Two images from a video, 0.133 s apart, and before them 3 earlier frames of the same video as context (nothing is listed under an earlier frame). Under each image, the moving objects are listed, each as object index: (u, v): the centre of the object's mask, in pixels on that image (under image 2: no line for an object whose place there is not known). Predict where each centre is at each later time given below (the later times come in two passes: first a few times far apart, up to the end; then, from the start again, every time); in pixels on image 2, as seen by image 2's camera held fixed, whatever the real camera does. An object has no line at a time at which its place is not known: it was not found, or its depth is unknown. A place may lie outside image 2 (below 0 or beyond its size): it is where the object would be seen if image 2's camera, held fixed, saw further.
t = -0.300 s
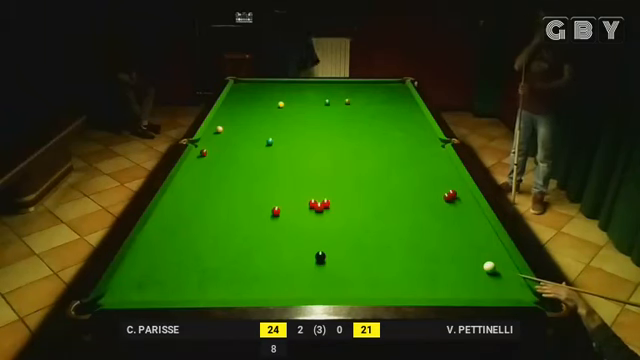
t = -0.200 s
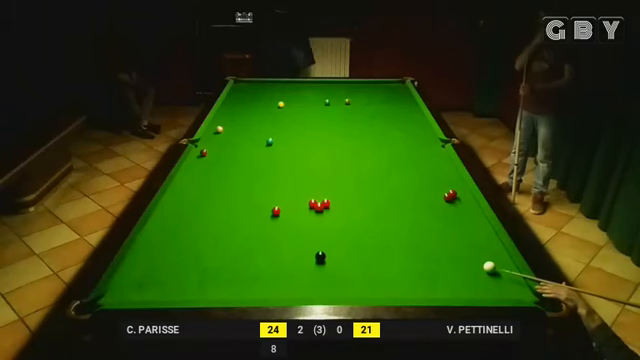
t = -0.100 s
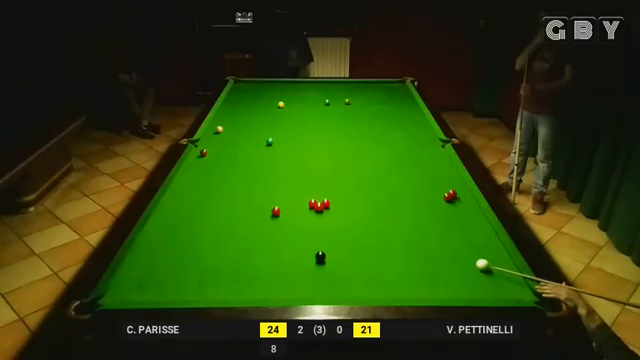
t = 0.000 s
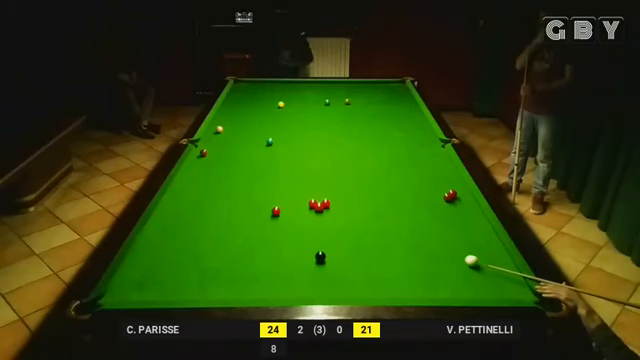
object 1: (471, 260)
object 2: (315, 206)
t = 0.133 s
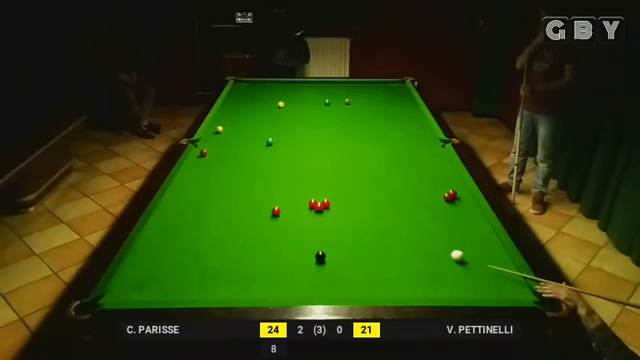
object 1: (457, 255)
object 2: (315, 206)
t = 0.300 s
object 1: (441, 249)
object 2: (315, 206)
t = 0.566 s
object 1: (416, 241)
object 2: (315, 206)
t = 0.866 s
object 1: (393, 232)
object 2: (315, 206)
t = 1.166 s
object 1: (372, 225)
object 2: (315, 206)
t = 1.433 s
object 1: (356, 220)
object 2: (315, 206)
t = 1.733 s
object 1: (339, 215)
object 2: (315, 206)
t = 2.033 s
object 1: (325, 211)
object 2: (314, 205)
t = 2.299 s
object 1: (320, 211)
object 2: (309, 201)
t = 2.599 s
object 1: (317, 212)
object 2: (305, 199)
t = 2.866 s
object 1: (316, 212)
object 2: (304, 198)
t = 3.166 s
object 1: (315, 212)
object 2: (302, 197)
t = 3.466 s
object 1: (316, 212)
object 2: (301, 196)
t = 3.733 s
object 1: (316, 212)
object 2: (301, 196)
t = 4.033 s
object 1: (316, 212)
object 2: (301, 196)
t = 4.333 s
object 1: (316, 212)
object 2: (301, 196)
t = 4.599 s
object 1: (316, 212)
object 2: (301, 196)
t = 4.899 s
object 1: (316, 212)
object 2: (301, 196)
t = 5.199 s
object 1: (316, 212)
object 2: (301, 196)
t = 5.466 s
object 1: (316, 212)
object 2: (301, 196)
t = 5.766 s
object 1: (316, 212)
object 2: (301, 196)
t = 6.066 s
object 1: (316, 212)
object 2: (301, 196)
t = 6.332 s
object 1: (316, 212)
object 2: (301, 196)
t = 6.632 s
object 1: (316, 212)
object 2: (301, 196)
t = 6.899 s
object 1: (316, 212)
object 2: (301, 196)
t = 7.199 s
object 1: (316, 212)
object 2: (301, 196)
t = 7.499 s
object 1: (316, 212)
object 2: (301, 196)
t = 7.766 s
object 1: (316, 212)
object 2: (301, 196)
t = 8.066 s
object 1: (316, 212)
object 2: (301, 196)
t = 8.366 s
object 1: (316, 213)
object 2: (301, 196)
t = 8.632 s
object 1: (316, 213)
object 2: (301, 196)
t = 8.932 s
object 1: (316, 213)
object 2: (301, 196)
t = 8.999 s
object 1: (316, 213)
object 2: (301, 196)
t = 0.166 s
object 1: (454, 254)
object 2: (315, 206)
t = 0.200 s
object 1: (450, 253)
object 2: (315, 206)
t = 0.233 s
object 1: (447, 251)
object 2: (315, 206)
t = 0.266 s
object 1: (444, 250)
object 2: (315, 206)
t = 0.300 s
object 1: (441, 249)
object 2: (315, 206)
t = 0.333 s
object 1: (438, 248)
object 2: (315, 206)
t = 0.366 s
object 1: (434, 247)
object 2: (315, 206)
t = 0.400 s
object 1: (431, 246)
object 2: (315, 206)
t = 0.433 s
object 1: (428, 245)
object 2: (315, 206)
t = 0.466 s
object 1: (425, 244)
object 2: (315, 206)
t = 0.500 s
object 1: (422, 243)
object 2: (315, 206)
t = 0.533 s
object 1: (419, 242)
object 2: (315, 206)
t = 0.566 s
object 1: (416, 241)
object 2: (315, 206)
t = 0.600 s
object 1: (413, 240)
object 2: (315, 206)
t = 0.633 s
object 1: (411, 239)
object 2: (315, 206)
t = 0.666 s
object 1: (408, 238)
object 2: (315, 206)
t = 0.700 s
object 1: (406, 237)
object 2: (315, 206)
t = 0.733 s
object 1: (403, 236)
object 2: (315, 206)
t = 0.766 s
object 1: (400, 235)
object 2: (315, 206)
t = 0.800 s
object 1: (398, 234)
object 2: (315, 206)
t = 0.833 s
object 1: (395, 233)
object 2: (315, 206)
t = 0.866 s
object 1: (393, 232)
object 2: (315, 206)
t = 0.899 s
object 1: (390, 231)
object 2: (315, 206)
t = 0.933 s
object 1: (388, 231)
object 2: (315, 206)
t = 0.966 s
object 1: (385, 230)
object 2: (315, 206)
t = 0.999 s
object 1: (383, 229)
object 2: (315, 206)
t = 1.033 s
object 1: (381, 228)
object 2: (315, 206)
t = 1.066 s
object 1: (378, 228)
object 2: (315, 206)
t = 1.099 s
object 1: (376, 227)
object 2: (315, 206)
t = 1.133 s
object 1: (374, 226)
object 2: (315, 206)
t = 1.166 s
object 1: (372, 225)
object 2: (315, 206)
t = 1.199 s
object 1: (370, 224)
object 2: (315, 206)
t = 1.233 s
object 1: (368, 224)
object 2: (315, 206)
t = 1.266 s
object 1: (366, 223)
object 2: (315, 206)
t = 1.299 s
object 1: (364, 222)
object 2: (315, 206)
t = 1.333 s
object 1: (362, 222)
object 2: (315, 206)
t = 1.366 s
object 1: (360, 221)
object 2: (315, 206)
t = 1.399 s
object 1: (358, 221)
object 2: (315, 206)
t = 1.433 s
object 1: (356, 220)
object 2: (315, 206)
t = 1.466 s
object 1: (354, 219)
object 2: (315, 206)
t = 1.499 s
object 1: (352, 219)
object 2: (315, 206)
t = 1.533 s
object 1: (350, 218)
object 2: (315, 206)
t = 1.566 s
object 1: (348, 218)
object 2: (315, 206)
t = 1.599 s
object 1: (346, 217)
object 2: (315, 206)
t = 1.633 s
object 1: (345, 216)
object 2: (315, 206)
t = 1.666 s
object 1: (343, 216)
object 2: (315, 206)
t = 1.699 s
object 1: (341, 215)
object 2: (315, 206)
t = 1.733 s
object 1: (339, 215)
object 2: (315, 206)
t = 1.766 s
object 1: (338, 215)
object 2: (315, 206)
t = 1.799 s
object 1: (336, 214)
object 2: (315, 206)
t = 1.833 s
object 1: (334, 213)
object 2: (315, 206)
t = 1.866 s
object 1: (333, 213)
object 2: (315, 206)
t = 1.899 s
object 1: (331, 213)
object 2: (315, 206)
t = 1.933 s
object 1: (329, 212)
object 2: (315, 206)
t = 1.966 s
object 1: (328, 212)
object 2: (315, 206)
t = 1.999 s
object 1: (326, 211)
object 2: (314, 205)
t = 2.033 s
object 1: (325, 211)
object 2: (314, 205)
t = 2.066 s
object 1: (324, 211)
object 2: (314, 205)
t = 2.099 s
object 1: (323, 211)
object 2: (314, 204)
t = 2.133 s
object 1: (323, 211)
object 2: (313, 204)
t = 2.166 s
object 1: (322, 211)
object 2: (313, 203)
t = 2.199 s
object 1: (322, 211)
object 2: (312, 203)
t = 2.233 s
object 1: (321, 211)
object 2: (310, 202)
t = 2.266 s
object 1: (321, 211)
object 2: (309, 202)
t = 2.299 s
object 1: (320, 211)
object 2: (309, 201)
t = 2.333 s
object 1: (320, 212)
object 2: (309, 201)
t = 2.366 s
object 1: (320, 211)
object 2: (309, 201)
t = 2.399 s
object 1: (319, 212)
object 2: (308, 201)
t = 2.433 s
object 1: (319, 211)
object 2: (308, 201)
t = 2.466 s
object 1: (318, 212)
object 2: (307, 200)
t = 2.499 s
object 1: (318, 212)
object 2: (307, 200)
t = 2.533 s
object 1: (318, 212)
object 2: (307, 200)
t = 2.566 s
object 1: (318, 212)
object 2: (306, 200)
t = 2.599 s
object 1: (317, 212)
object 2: (305, 199)
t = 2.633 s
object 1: (317, 212)
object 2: (305, 199)
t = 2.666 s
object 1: (317, 212)
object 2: (305, 199)
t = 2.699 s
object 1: (317, 212)
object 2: (305, 199)
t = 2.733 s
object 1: (317, 212)
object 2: (305, 199)
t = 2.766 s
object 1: (316, 212)
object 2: (304, 198)
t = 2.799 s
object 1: (316, 212)
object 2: (304, 198)
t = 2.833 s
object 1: (316, 212)
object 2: (304, 198)
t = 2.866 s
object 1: (316, 212)
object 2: (304, 198)
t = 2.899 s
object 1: (316, 212)
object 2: (303, 198)
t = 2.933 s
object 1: (316, 212)
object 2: (303, 197)
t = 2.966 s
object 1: (315, 212)
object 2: (303, 197)
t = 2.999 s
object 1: (315, 212)
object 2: (303, 197)
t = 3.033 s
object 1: (315, 212)
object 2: (302, 197)
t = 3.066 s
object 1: (315, 212)
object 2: (302, 197)
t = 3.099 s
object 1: (315, 212)
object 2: (302, 197)
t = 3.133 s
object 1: (315, 212)
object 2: (302, 197)
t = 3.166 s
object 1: (315, 212)
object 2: (302, 197)
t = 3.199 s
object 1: (315, 212)
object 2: (302, 197)
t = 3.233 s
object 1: (315, 212)
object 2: (302, 196)
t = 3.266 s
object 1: (316, 212)
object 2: (302, 196)
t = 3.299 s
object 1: (316, 212)
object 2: (301, 196)
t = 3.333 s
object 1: (316, 212)
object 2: (301, 196)
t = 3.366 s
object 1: (316, 212)
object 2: (301, 196)
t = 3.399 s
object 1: (316, 212)
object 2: (301, 196)
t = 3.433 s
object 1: (316, 212)
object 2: (301, 196)
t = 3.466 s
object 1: (316, 212)
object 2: (301, 196)
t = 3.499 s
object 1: (316, 212)
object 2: (301, 196)
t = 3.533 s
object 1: (316, 212)
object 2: (301, 196)
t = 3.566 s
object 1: (316, 212)
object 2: (301, 196)
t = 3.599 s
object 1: (316, 212)
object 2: (301, 196)
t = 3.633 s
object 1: (316, 212)
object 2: (301, 196)
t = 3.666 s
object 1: (316, 212)
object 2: (301, 196)
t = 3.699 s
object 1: (316, 212)
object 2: (301, 196)
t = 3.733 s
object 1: (316, 212)
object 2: (301, 196)
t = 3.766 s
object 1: (316, 212)
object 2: (301, 196)
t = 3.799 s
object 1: (316, 212)
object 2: (301, 196)
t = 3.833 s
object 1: (316, 212)
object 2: (301, 196)
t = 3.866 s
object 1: (316, 212)
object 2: (301, 196)
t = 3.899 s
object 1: (316, 212)
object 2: (301, 196)
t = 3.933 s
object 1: (316, 212)
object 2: (301, 196)
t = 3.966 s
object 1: (316, 212)
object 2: (301, 196)
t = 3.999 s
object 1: (316, 212)
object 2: (301, 196)
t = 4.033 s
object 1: (316, 212)
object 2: (301, 196)
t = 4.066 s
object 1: (316, 212)
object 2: (301, 196)
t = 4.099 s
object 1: (316, 212)
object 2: (301, 196)
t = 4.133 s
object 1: (316, 212)
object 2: (301, 196)
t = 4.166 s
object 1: (316, 212)
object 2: (301, 196)
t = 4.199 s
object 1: (316, 212)
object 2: (301, 196)
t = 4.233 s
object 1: (316, 212)
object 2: (301, 196)
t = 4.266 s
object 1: (316, 212)
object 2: (301, 196)
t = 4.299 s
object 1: (316, 212)
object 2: (301, 196)
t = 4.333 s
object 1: (316, 212)
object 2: (301, 196)
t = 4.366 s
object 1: (316, 212)
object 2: (301, 196)
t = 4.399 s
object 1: (316, 212)
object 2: (301, 196)
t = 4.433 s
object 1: (316, 212)
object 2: (301, 196)
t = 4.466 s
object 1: (316, 212)
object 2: (301, 196)
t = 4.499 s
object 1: (316, 212)
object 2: (301, 196)
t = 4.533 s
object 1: (316, 212)
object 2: (301, 196)
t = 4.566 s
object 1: (316, 212)
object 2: (301, 196)
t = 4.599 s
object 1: (316, 212)
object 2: (301, 196)
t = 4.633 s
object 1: (316, 212)
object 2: (301, 196)
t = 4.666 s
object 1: (316, 212)
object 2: (301, 196)
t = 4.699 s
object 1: (316, 212)
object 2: (301, 196)
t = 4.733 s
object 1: (316, 212)
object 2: (301, 196)
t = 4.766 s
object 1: (316, 212)
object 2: (301, 196)
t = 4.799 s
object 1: (316, 212)
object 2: (301, 196)
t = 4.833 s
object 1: (316, 212)
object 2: (301, 196)
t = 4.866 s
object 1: (316, 212)
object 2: (301, 196)
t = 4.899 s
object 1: (316, 212)
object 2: (301, 196)
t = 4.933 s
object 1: (316, 212)
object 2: (301, 196)
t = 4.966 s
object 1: (316, 212)
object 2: (301, 196)
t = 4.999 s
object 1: (316, 212)
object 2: (301, 196)
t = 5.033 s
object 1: (316, 212)
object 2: (301, 196)
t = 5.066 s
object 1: (316, 212)
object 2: (301, 196)
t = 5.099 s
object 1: (316, 212)
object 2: (301, 196)
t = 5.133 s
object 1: (316, 212)
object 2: (301, 196)
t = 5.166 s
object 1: (316, 212)
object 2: (301, 196)
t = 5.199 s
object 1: (316, 212)
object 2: (301, 196)
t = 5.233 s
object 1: (316, 212)
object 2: (301, 196)
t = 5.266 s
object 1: (316, 212)
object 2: (301, 196)
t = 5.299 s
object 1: (316, 212)
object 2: (301, 196)
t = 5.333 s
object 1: (316, 212)
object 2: (301, 196)
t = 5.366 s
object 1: (316, 212)
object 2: (301, 196)
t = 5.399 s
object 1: (316, 212)
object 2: (301, 196)
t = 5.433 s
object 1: (316, 212)
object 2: (301, 196)
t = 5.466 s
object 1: (316, 212)
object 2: (301, 196)
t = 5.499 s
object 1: (316, 212)
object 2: (301, 196)
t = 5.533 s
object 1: (316, 212)
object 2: (301, 196)
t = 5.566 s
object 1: (316, 212)
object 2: (301, 196)
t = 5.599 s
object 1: (316, 212)
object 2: (301, 196)
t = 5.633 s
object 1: (316, 212)
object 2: (301, 196)
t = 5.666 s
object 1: (316, 212)
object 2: (301, 196)
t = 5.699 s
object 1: (316, 212)
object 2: (301, 196)
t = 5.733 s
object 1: (316, 212)
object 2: (301, 196)
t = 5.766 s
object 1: (316, 212)
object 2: (301, 196)
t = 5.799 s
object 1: (316, 212)
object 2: (301, 196)
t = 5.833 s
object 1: (316, 212)
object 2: (301, 196)
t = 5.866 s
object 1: (316, 212)
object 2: (301, 196)
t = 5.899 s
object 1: (316, 212)
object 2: (301, 196)
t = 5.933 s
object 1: (316, 212)
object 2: (301, 196)
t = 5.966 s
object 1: (316, 212)
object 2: (301, 196)
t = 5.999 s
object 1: (316, 212)
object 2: (301, 196)
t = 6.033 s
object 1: (316, 212)
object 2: (301, 196)
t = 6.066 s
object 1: (316, 212)
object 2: (301, 196)
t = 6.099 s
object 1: (316, 212)
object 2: (301, 196)
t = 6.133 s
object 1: (316, 212)
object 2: (301, 196)
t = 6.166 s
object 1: (316, 212)
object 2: (301, 196)
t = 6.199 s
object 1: (316, 212)
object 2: (301, 196)
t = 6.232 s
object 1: (316, 212)
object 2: (301, 196)
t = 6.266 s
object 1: (316, 212)
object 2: (301, 196)
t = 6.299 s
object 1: (316, 212)
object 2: (301, 196)
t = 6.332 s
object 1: (316, 212)
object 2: (301, 196)
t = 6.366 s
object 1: (316, 212)
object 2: (301, 196)
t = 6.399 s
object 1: (316, 212)
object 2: (301, 196)
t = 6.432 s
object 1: (316, 212)
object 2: (301, 196)
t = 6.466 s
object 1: (316, 212)
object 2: (301, 196)
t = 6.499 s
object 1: (316, 212)
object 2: (301, 196)
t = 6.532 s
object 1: (316, 212)
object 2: (301, 196)
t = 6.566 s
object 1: (316, 212)
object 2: (301, 196)
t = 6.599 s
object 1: (316, 212)
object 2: (301, 196)
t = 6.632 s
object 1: (316, 212)
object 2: (301, 196)
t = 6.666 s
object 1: (316, 212)
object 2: (301, 196)
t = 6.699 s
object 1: (316, 212)
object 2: (301, 196)
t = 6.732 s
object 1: (316, 212)
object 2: (301, 196)
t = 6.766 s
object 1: (316, 212)
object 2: (301, 196)
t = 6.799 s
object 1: (316, 212)
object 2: (301, 196)
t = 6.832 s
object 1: (316, 212)
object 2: (301, 196)
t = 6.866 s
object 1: (316, 212)
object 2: (301, 196)
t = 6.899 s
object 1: (316, 212)
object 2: (301, 196)
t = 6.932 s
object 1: (316, 212)
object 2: (301, 196)
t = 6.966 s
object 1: (316, 212)
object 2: (301, 196)
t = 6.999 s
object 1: (316, 212)
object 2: (301, 196)
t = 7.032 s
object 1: (316, 212)
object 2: (301, 196)
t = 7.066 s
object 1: (316, 212)
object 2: (301, 196)
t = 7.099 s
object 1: (316, 212)
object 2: (301, 196)
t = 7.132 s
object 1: (316, 212)
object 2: (301, 196)
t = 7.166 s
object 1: (316, 212)
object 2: (301, 196)
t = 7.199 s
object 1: (316, 212)
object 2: (301, 196)
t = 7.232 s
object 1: (316, 212)
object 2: (301, 196)
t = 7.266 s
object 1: (316, 212)
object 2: (301, 196)
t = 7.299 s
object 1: (316, 212)
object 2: (301, 196)
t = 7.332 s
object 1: (316, 212)
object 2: (301, 196)
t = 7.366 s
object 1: (316, 212)
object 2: (301, 196)
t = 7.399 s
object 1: (316, 212)
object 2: (301, 196)
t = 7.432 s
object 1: (316, 212)
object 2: (301, 196)
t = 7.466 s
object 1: (316, 212)
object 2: (301, 196)
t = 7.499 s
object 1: (316, 212)
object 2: (301, 196)
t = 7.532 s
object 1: (316, 212)
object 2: (301, 196)
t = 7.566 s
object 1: (316, 212)
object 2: (301, 196)
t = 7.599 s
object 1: (316, 212)
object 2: (301, 196)
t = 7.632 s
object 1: (316, 212)
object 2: (301, 196)
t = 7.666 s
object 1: (316, 212)
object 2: (301, 196)
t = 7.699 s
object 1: (316, 212)
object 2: (301, 196)
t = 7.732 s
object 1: (316, 212)
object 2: (301, 196)
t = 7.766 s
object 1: (316, 212)
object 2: (301, 196)
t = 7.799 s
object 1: (316, 212)
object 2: (301, 196)
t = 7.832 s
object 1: (316, 212)
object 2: (301, 196)
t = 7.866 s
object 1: (316, 212)
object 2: (301, 196)
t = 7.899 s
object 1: (316, 212)
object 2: (301, 196)
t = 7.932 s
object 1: (316, 212)
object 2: (301, 196)
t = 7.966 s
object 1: (316, 212)
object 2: (301, 196)
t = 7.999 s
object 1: (316, 212)
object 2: (301, 196)
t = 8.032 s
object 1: (316, 212)
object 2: (301, 196)
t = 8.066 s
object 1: (316, 212)
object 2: (301, 196)
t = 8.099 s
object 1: (316, 212)
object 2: (301, 196)
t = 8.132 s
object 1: (316, 213)
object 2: (301, 196)
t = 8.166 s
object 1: (316, 212)
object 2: (301, 196)
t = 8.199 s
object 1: (316, 213)
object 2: (301, 196)
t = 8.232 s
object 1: (316, 213)
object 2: (301, 196)
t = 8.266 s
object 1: (316, 213)
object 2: (301, 196)
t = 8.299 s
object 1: (316, 212)
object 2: (301, 196)
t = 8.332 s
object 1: (316, 213)
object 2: (301, 196)
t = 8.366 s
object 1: (316, 213)
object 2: (301, 196)
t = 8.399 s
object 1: (316, 213)
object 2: (301, 196)
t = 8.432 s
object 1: (316, 213)
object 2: (301, 196)
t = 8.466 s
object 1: (316, 213)
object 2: (301, 196)
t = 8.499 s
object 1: (316, 213)
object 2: (301, 196)
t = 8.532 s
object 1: (316, 213)
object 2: (301, 196)
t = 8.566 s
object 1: (316, 213)
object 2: (301, 196)
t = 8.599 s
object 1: (316, 213)
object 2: (301, 196)
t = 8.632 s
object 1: (316, 213)
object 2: (301, 196)
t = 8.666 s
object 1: (316, 213)
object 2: (301, 196)
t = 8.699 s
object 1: (316, 213)
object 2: (301, 196)
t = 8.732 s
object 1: (316, 213)
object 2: (301, 196)
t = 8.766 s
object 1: (316, 213)
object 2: (301, 196)
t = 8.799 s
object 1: (316, 213)
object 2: (301, 196)
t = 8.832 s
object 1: (316, 213)
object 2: (301, 196)
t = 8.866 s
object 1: (316, 213)
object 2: (301, 196)
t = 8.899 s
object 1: (316, 213)
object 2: (301, 196)
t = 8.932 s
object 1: (316, 213)
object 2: (301, 196)
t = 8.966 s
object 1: (316, 213)
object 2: (301, 196)
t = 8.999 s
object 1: (316, 213)
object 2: (301, 196)
